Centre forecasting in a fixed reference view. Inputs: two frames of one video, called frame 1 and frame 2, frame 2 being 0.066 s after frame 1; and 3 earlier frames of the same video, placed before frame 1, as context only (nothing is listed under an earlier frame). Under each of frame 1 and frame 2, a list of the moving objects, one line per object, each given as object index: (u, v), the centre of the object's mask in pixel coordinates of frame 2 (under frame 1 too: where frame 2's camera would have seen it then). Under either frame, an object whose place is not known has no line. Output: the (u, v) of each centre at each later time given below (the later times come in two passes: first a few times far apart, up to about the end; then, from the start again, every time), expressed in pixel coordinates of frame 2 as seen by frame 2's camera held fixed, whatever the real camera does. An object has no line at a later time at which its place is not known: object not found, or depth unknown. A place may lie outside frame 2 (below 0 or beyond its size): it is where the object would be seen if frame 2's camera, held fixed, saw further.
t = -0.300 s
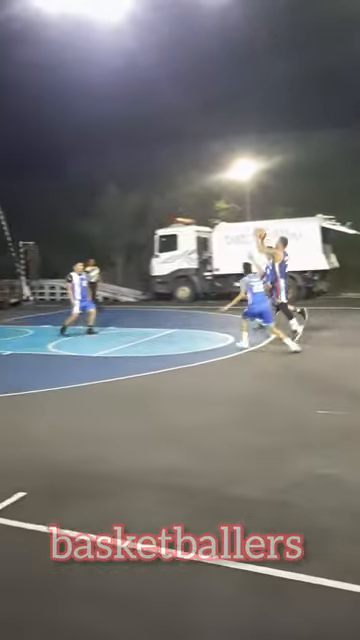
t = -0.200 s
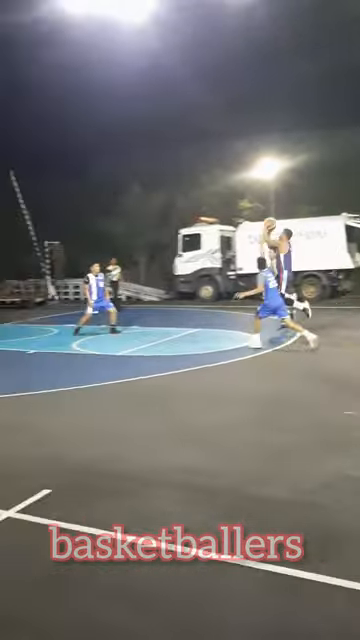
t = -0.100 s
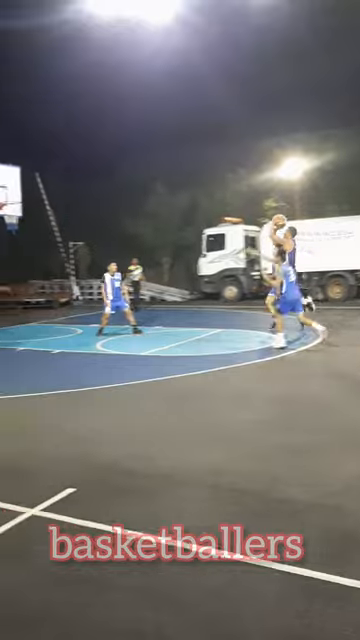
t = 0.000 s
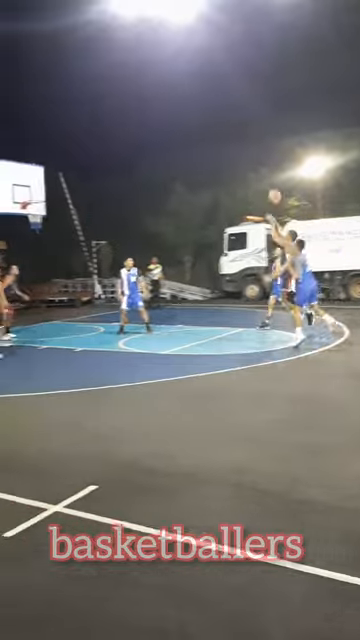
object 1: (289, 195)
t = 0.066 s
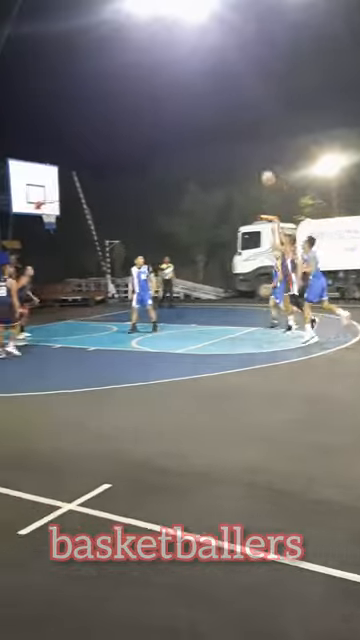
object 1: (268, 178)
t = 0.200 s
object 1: (228, 152)
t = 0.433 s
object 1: (161, 133)
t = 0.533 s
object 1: (137, 132)
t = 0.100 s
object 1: (257, 170)
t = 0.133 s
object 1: (246, 163)
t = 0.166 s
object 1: (238, 158)
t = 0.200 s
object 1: (228, 152)
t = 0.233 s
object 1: (218, 147)
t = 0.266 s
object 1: (208, 144)
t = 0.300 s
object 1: (198, 140)
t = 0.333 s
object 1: (189, 137)
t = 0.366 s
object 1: (179, 135)
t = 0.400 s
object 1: (170, 134)
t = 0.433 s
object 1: (161, 133)
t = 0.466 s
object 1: (153, 132)
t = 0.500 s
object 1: (145, 132)
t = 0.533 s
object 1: (137, 132)
